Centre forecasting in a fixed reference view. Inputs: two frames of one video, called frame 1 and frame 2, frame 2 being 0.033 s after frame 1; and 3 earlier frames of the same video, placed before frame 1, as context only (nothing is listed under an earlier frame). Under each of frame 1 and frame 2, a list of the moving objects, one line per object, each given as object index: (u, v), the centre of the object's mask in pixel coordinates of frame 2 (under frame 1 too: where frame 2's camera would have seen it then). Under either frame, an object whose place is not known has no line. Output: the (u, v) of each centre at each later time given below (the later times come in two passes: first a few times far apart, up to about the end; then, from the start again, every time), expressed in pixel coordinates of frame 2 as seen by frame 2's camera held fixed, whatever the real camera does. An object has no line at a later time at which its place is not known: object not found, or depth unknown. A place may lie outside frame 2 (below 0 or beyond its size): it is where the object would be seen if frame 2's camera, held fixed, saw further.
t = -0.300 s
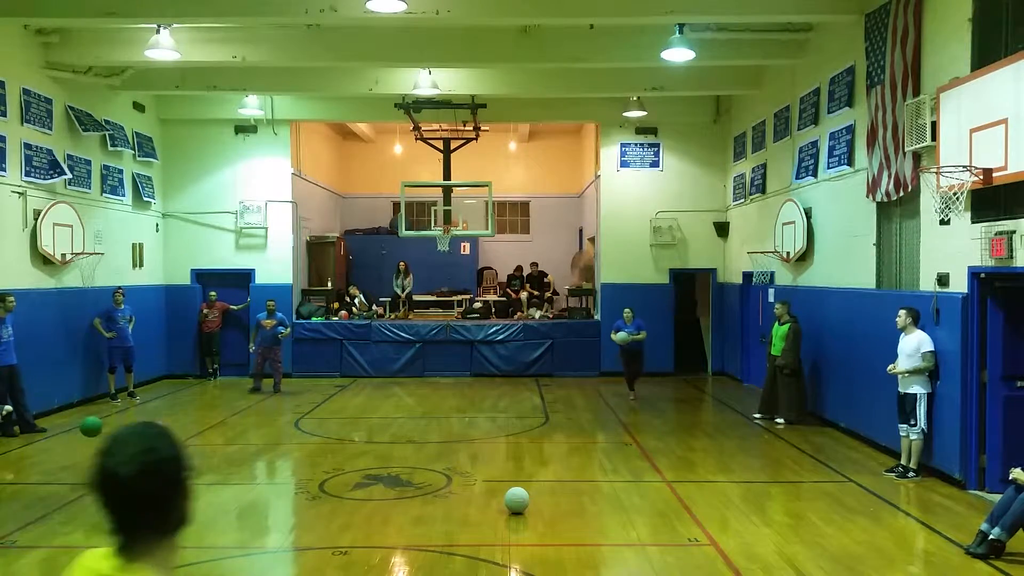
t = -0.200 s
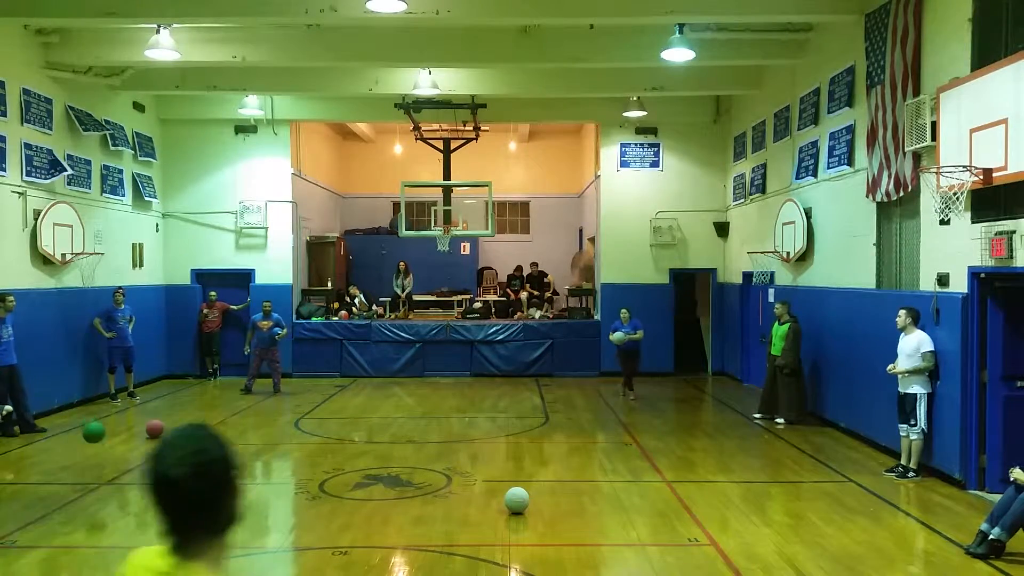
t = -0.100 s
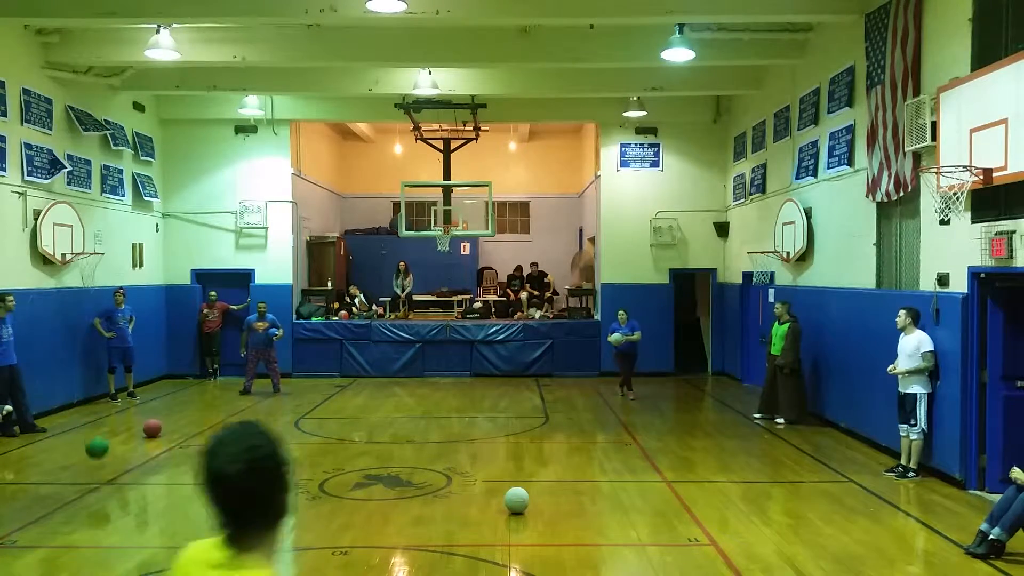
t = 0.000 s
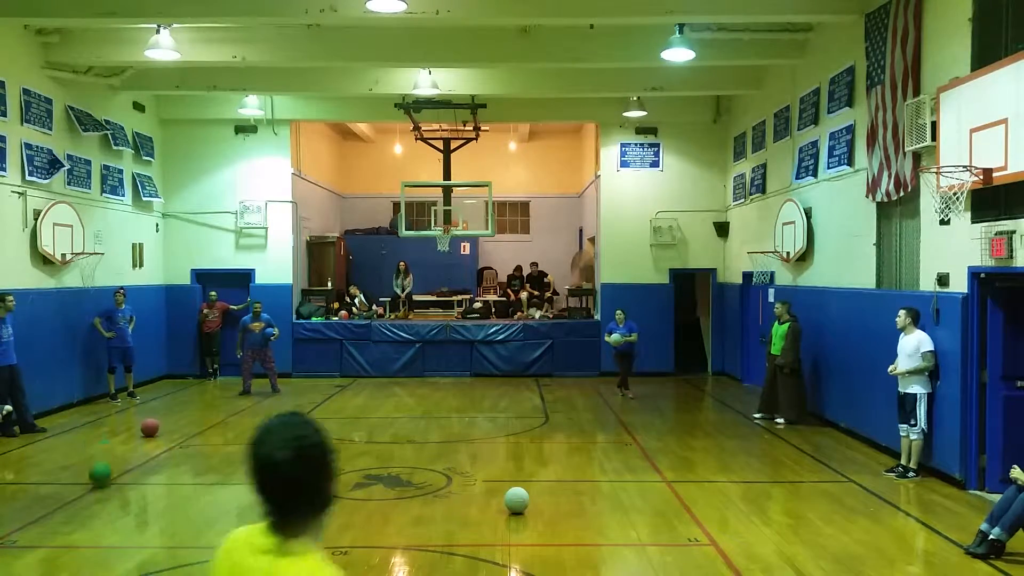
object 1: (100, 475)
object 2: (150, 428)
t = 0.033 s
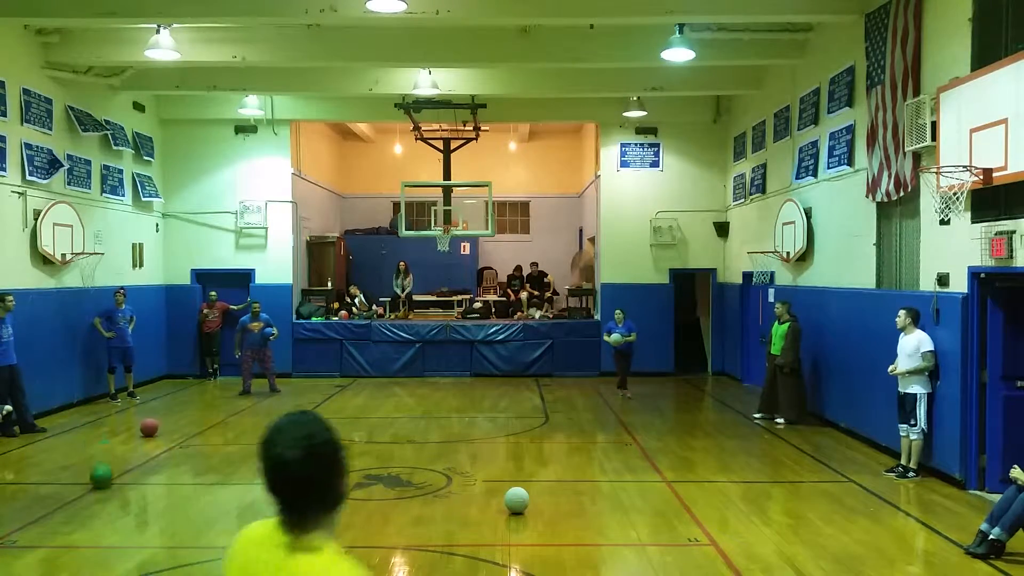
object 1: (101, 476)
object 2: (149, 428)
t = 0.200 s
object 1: (105, 453)
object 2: (145, 427)
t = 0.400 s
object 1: (111, 458)
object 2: (140, 425)
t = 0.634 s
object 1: (119, 478)
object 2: (134, 424)
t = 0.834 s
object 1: (125, 473)
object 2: (129, 423)
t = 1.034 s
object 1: (132, 496)
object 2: (125, 422)
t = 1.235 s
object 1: (138, 485)
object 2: (121, 421)
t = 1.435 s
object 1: (147, 504)
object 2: (118, 420)
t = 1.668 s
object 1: (155, 503)
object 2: (113, 419)
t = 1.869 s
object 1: (163, 508)
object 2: (109, 418)
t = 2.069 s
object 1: (172, 517)
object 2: (106, 417)
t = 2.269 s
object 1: (181, 526)
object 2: (102, 415)
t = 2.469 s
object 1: (190, 528)
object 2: (101, 415)
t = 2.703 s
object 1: (199, 534)
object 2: (98, 414)
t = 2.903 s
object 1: (208, 536)
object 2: (95, 413)
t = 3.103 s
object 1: (218, 540)
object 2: (91, 413)
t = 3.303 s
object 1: (227, 545)
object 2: (88, 412)
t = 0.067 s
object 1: (102, 471)
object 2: (148, 427)
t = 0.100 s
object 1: (102, 464)
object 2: (147, 427)
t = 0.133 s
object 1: (103, 459)
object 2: (147, 427)
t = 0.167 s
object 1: (104, 455)
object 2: (146, 427)
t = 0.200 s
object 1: (105, 453)
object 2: (145, 427)
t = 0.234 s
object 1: (106, 451)
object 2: (144, 427)
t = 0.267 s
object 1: (107, 451)
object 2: (144, 426)
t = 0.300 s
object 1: (107, 451)
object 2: (143, 426)
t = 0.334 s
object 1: (108, 453)
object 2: (142, 426)
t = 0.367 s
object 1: (110, 455)
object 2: (141, 425)
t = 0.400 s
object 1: (111, 458)
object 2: (140, 425)
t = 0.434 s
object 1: (112, 464)
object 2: (139, 425)
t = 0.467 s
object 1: (113, 469)
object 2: (139, 425)
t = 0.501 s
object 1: (115, 476)
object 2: (138, 425)
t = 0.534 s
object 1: (116, 485)
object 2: (137, 425)
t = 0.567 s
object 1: (117, 490)
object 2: (136, 424)
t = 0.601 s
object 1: (118, 484)
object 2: (135, 424)
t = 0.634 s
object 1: (119, 478)
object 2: (134, 424)
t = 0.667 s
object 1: (119, 474)
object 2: (133, 424)
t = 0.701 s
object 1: (121, 472)
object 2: (133, 424)
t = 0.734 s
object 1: (122, 471)
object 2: (132, 424)
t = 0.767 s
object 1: (123, 470)
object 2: (131, 424)
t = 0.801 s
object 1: (123, 470)
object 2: (130, 423)
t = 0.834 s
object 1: (125, 473)
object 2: (129, 423)
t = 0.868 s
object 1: (126, 475)
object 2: (129, 423)
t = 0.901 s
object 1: (127, 479)
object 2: (128, 423)
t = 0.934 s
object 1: (128, 485)
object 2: (127, 423)
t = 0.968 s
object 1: (130, 491)
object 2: (126, 422)
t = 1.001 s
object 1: (131, 500)
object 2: (126, 422)
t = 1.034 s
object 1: (132, 496)
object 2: (125, 422)
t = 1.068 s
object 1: (133, 491)
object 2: (125, 422)
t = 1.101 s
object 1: (134, 489)
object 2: (124, 422)
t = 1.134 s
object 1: (135, 486)
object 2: (123, 422)
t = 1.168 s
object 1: (136, 485)
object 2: (122, 421)
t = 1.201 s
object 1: (137, 485)
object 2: (122, 421)
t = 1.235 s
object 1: (138, 485)
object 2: (121, 421)
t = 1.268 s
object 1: (140, 488)
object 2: (121, 420)
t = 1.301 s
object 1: (141, 492)
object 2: (120, 420)
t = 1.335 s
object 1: (142, 497)
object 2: (120, 420)
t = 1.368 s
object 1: (144, 503)
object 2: (119, 420)
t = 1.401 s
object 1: (145, 509)
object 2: (119, 420)
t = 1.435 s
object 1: (147, 504)
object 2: (118, 420)
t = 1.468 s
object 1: (147, 500)
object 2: (117, 419)
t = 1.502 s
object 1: (149, 498)
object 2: (116, 419)
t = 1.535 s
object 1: (150, 497)
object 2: (116, 419)
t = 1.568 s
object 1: (151, 497)
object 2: (115, 419)
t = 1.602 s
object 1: (153, 497)
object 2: (114, 419)
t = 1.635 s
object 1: (154, 499)
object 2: (114, 419)
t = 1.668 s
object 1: (155, 503)
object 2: (113, 419)
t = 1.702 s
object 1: (157, 508)
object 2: (112, 418)
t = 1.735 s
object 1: (158, 514)
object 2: (111, 418)
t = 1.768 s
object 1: (160, 513)
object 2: (111, 418)
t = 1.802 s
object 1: (161, 510)
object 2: (110, 418)
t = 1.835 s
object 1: (162, 508)
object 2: (110, 418)
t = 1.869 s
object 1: (163, 508)
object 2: (109, 418)
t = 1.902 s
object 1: (165, 508)
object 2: (109, 418)
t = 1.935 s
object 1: (167, 510)
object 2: (108, 418)
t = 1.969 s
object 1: (168, 514)
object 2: (107, 417)
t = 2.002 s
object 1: (169, 519)
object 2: (107, 417)
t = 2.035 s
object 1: (171, 520)
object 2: (106, 417)
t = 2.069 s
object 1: (172, 517)
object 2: (106, 417)
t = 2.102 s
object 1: (174, 515)
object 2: (105, 416)
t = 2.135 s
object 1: (175, 515)
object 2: (104, 416)
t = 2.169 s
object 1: (177, 516)
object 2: (104, 416)
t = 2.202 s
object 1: (178, 518)
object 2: (103, 416)
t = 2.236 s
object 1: (180, 522)
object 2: (103, 416)
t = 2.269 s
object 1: (181, 526)
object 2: (102, 415)
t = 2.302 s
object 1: (183, 523)
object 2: (102, 415)
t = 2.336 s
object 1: (184, 521)
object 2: (102, 415)
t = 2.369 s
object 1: (185, 521)
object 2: (102, 415)
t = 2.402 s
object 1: (187, 522)
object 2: (101, 415)
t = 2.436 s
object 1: (188, 523)
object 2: (101, 415)
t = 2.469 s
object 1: (190, 528)
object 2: (101, 415)
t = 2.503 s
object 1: (191, 530)
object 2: (100, 415)
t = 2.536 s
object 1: (193, 528)
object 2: (100, 415)
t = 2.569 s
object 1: (194, 527)
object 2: (100, 415)
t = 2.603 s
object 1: (195, 528)
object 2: (100, 415)
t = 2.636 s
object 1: (196, 530)
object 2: (99, 415)
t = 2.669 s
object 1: (198, 533)
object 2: (98, 414)
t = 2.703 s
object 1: (199, 534)
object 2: (98, 414)
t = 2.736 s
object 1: (201, 532)
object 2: (97, 414)
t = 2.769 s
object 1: (202, 532)
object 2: (96, 414)
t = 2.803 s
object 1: (204, 532)
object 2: (96, 414)
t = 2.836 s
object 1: (205, 535)
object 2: (96, 414)
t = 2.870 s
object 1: (207, 537)
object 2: (95, 413)
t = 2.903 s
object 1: (208, 536)
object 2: (95, 413)
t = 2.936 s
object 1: (210, 536)
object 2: (94, 413)
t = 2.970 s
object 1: (211, 537)
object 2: (94, 413)
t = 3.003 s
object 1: (212, 539)
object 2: (93, 413)
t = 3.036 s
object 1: (214, 541)
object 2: (92, 413)
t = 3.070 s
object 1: (216, 540)
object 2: (91, 413)
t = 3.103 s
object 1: (218, 540)
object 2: (91, 413)
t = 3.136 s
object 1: (219, 542)
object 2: (91, 413)
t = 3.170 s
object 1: (221, 543)
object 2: (91, 413)
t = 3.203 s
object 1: (222, 543)
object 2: (89, 412)
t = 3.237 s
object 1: (224, 544)
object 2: (89, 412)
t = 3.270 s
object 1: (226, 545)
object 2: (88, 412)
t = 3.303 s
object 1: (227, 545)
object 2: (88, 412)
